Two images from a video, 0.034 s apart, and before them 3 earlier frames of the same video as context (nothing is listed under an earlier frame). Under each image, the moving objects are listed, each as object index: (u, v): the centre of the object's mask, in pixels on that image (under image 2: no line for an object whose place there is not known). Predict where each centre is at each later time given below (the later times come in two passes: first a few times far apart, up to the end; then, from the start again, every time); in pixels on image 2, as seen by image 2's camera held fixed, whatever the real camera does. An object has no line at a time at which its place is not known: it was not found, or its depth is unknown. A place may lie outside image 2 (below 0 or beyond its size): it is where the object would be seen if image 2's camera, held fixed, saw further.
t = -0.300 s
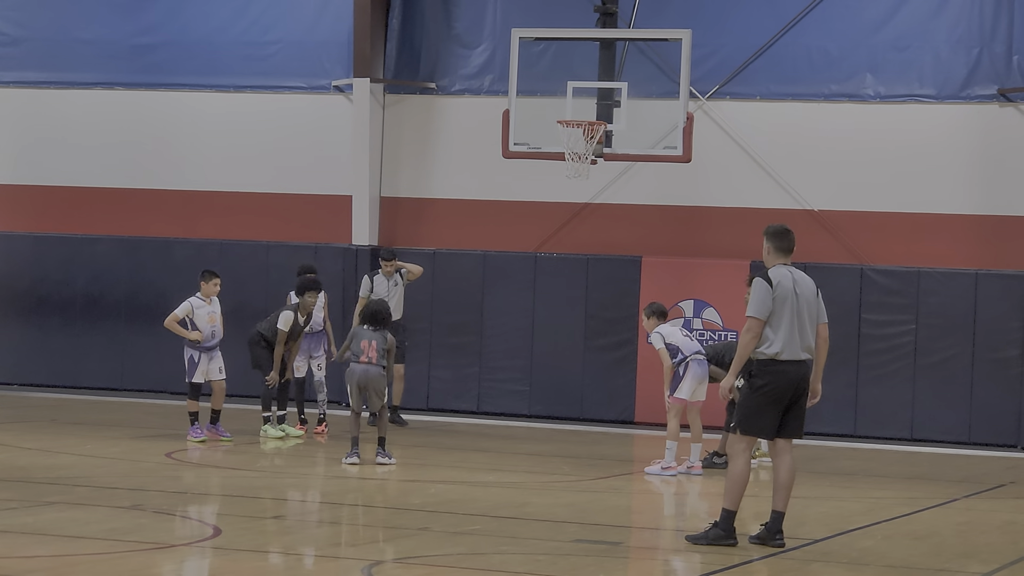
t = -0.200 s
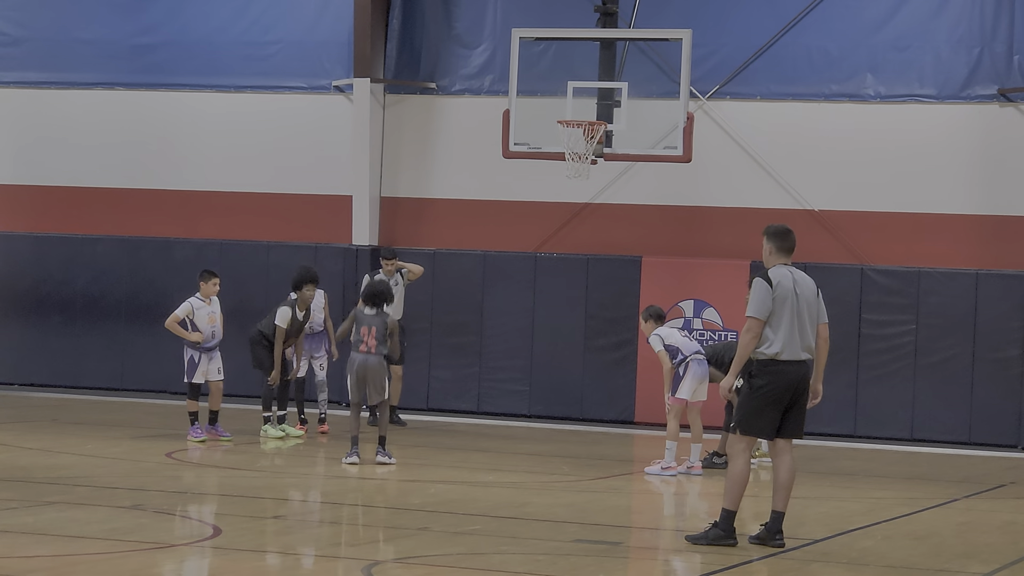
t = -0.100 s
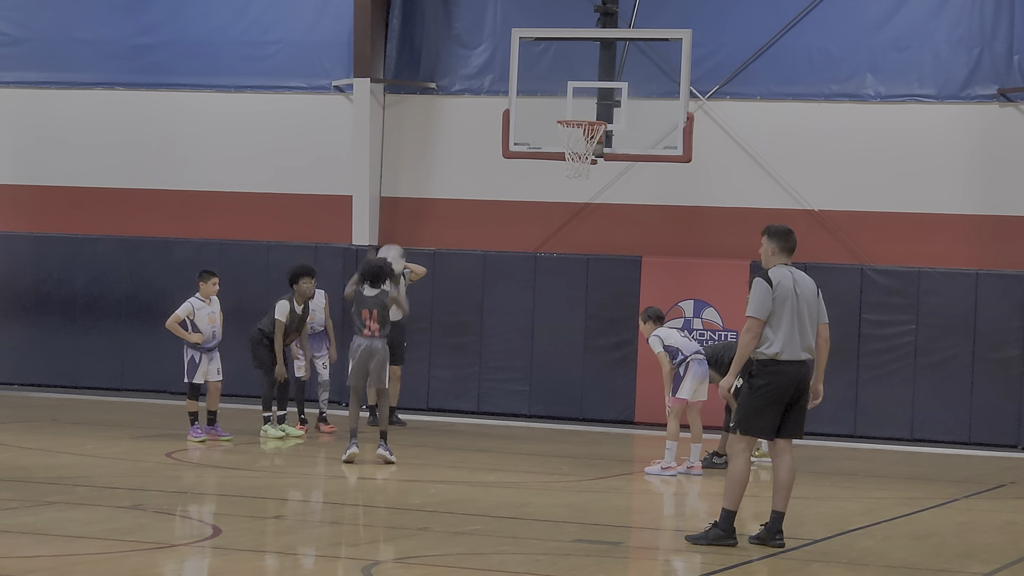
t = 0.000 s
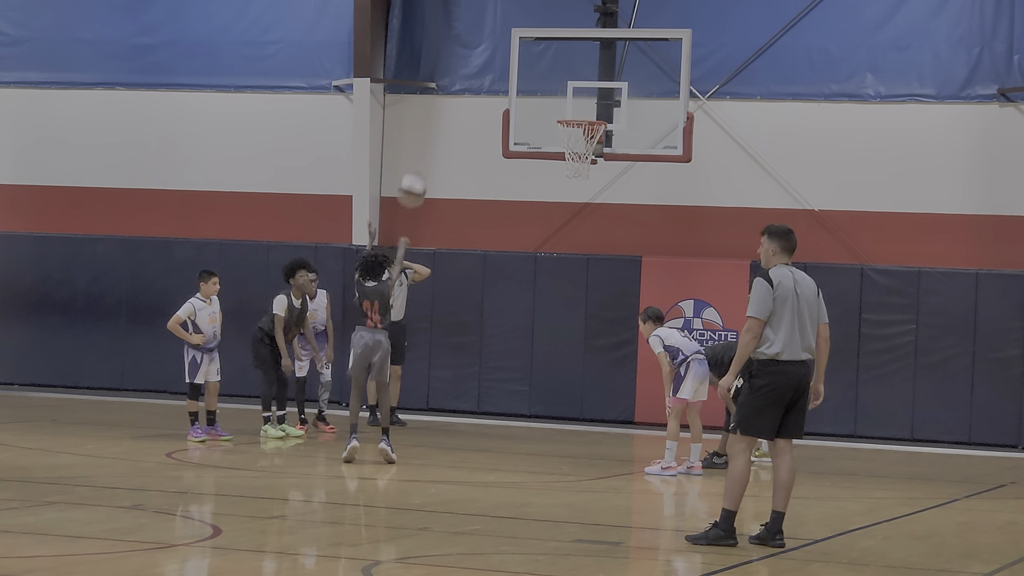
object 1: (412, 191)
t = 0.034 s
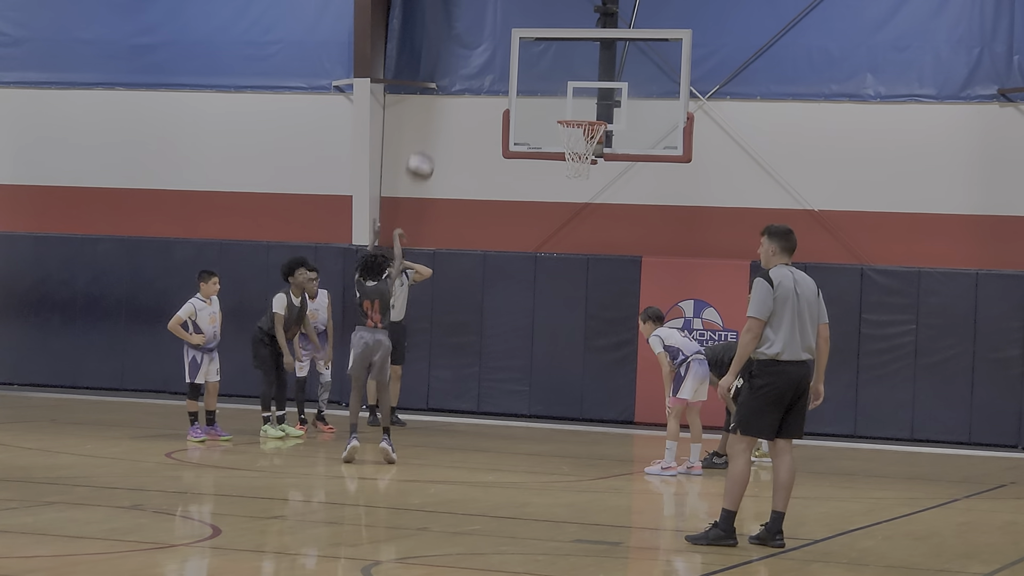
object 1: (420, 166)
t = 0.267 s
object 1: (470, 55)
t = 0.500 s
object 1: (513, 13)
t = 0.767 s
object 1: (555, 37)
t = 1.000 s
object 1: (586, 110)
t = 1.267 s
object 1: (594, 94)
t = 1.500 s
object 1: (576, 94)
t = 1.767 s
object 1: (593, 115)
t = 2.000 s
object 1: (581, 127)
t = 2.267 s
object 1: (592, 150)
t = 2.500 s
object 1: (585, 183)
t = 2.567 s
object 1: (581, 200)
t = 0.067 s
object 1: (427, 146)
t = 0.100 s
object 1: (435, 128)
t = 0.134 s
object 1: (442, 109)
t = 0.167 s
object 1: (450, 94)
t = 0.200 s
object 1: (456, 80)
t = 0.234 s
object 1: (463, 66)
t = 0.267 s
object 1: (470, 55)
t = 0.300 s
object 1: (477, 45)
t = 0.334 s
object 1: (483, 36)
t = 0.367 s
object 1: (489, 29)
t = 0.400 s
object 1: (496, 22)
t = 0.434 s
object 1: (502, 17)
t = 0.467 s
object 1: (507, 15)
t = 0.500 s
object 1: (513, 13)
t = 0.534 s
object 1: (519, 12)
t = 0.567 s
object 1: (524, 12)
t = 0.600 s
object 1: (529, 13)
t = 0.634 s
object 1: (535, 16)
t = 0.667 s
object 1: (540, 19)
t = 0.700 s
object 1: (545, 24)
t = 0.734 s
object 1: (550, 30)
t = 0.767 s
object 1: (555, 37)
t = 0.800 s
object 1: (560, 46)
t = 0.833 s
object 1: (564, 56)
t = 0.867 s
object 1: (569, 65)
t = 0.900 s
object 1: (573, 75)
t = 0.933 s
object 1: (578, 88)
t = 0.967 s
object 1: (582, 102)
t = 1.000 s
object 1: (586, 110)
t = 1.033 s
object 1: (588, 109)
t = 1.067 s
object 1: (591, 109)
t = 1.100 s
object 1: (594, 110)
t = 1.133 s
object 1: (596, 111)
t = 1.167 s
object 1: (596, 107)
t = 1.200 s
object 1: (597, 102)
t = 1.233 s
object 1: (596, 98)
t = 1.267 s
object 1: (594, 94)
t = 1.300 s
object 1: (592, 90)
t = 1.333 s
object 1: (589, 87)
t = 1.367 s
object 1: (586, 86)
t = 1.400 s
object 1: (584, 86)
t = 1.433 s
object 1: (581, 88)
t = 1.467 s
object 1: (579, 90)
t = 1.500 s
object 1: (576, 94)
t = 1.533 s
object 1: (574, 98)
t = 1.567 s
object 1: (571, 103)
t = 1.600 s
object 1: (567, 109)
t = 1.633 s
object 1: (569, 111)
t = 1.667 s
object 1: (574, 111)
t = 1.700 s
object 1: (580, 111)
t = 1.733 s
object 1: (587, 113)
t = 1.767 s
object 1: (593, 115)
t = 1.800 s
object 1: (592, 115)
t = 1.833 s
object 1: (588, 114)
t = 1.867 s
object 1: (584, 120)
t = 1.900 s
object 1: (579, 121)
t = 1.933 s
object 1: (577, 123)
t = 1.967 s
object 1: (578, 124)
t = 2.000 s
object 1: (581, 127)
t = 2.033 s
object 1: (583, 130)
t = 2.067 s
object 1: (585, 134)
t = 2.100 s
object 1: (587, 140)
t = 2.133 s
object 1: (590, 143)
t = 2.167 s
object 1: (591, 145)
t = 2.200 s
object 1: (592, 147)
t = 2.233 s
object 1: (592, 149)
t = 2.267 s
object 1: (592, 150)
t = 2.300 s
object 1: (592, 154)
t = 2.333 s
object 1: (593, 156)
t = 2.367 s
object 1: (591, 161)
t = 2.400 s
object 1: (590, 165)
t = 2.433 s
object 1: (588, 171)
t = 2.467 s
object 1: (587, 178)
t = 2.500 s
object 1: (585, 183)
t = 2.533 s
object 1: (583, 190)
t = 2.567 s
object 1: (581, 200)
